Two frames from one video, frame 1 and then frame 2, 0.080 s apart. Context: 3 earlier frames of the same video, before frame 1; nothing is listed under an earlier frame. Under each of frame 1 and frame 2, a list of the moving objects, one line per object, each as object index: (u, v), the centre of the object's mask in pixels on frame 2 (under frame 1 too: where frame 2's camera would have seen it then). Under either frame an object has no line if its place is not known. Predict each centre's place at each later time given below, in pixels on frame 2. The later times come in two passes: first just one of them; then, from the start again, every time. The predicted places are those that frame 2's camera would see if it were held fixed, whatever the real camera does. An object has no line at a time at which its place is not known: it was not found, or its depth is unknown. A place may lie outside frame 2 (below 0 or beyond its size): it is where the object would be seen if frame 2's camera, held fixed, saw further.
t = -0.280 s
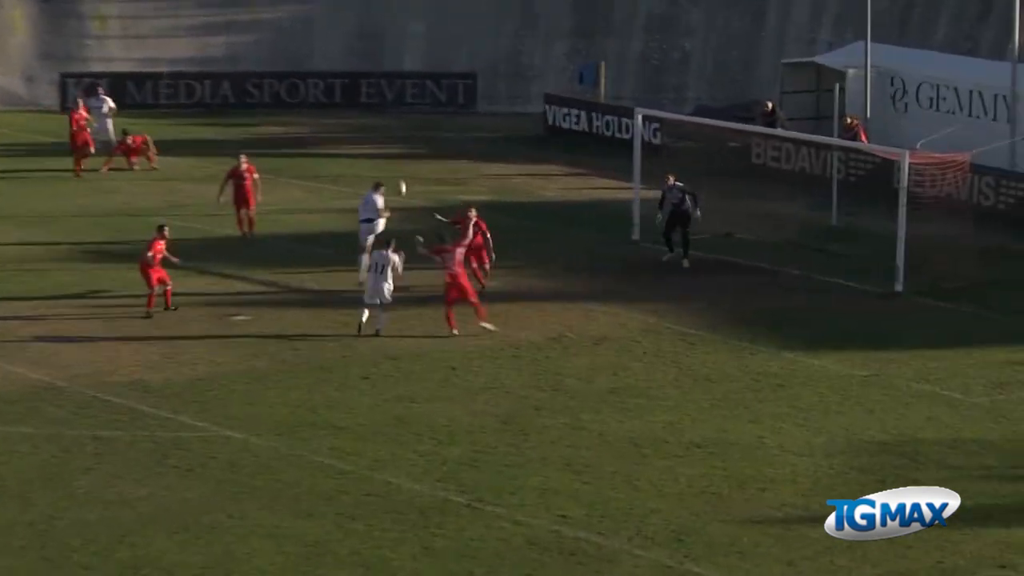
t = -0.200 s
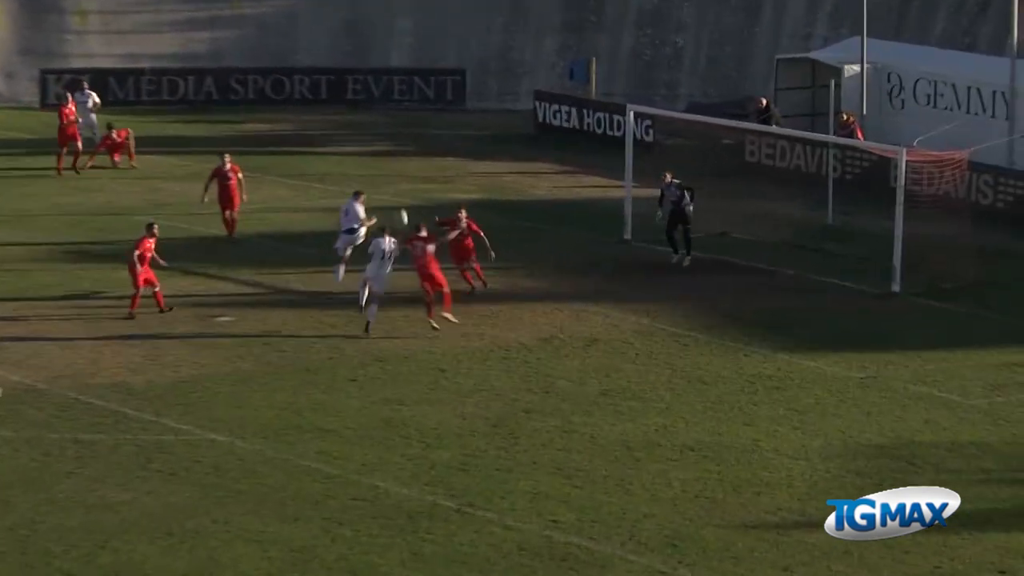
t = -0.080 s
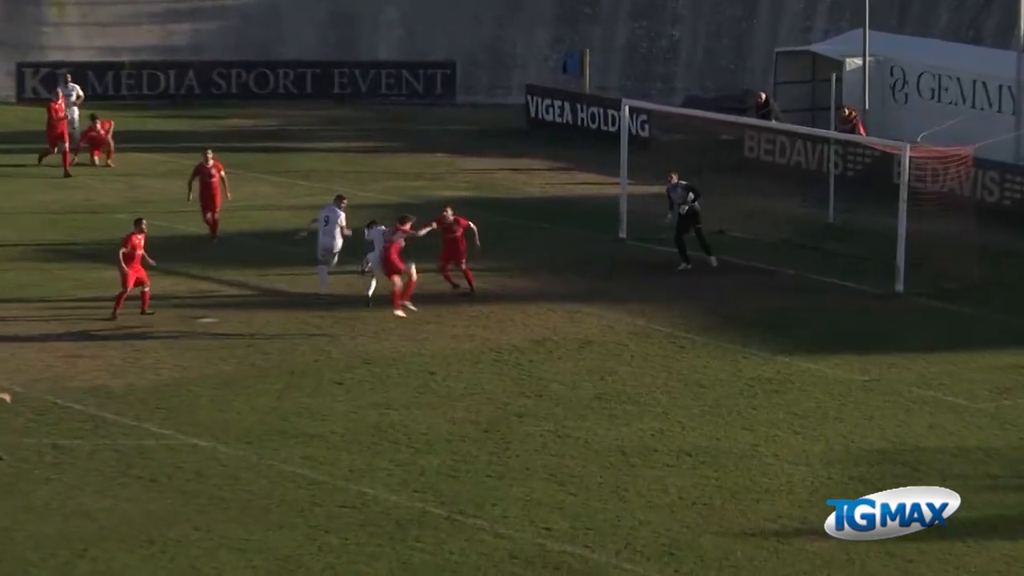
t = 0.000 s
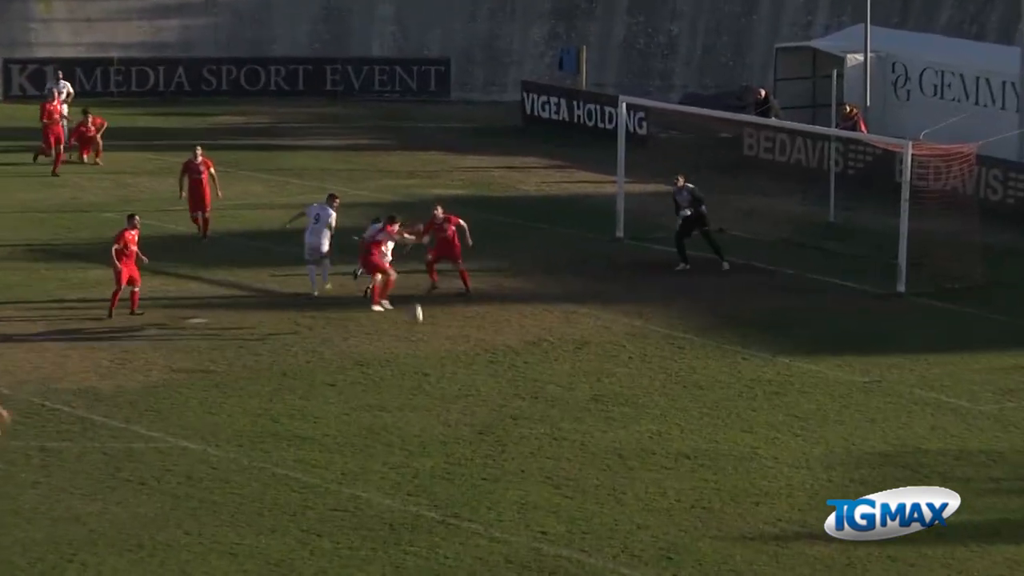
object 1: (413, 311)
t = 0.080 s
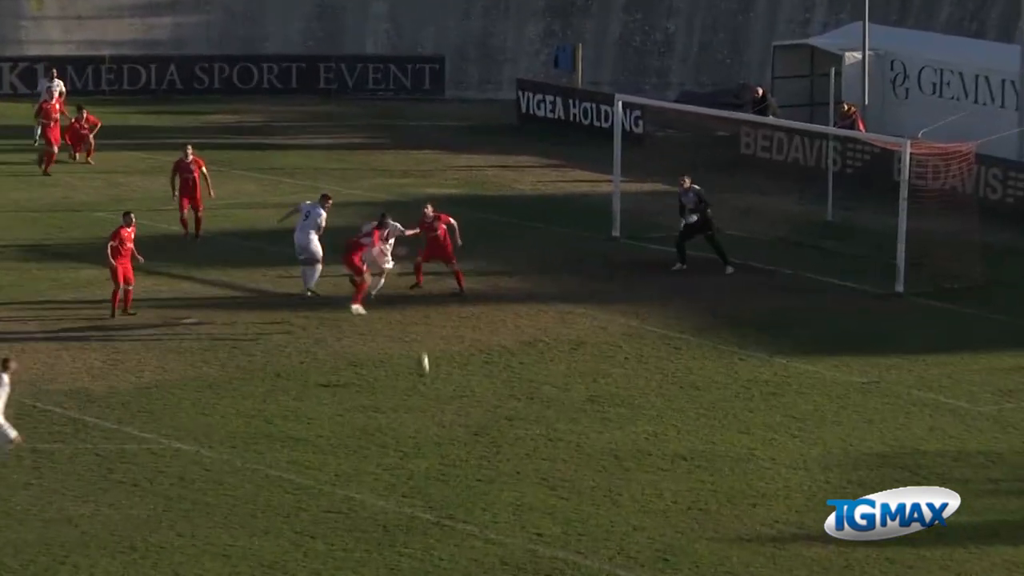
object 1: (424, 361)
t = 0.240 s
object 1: (432, 362)
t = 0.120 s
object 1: (425, 381)
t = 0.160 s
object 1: (429, 375)
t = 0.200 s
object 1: (432, 367)
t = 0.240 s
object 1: (432, 362)
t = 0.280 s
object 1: (435, 357)
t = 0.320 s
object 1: (436, 353)
